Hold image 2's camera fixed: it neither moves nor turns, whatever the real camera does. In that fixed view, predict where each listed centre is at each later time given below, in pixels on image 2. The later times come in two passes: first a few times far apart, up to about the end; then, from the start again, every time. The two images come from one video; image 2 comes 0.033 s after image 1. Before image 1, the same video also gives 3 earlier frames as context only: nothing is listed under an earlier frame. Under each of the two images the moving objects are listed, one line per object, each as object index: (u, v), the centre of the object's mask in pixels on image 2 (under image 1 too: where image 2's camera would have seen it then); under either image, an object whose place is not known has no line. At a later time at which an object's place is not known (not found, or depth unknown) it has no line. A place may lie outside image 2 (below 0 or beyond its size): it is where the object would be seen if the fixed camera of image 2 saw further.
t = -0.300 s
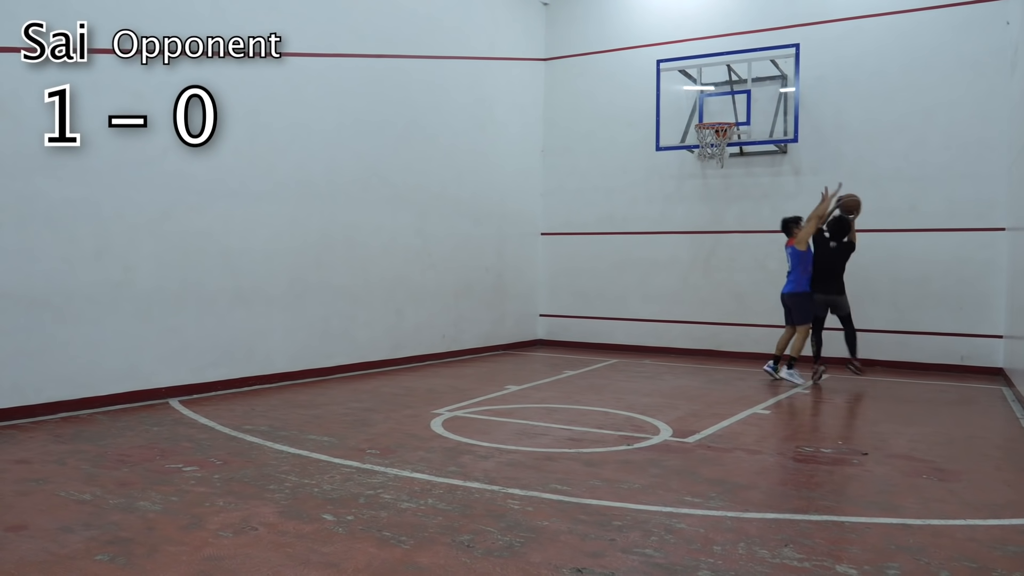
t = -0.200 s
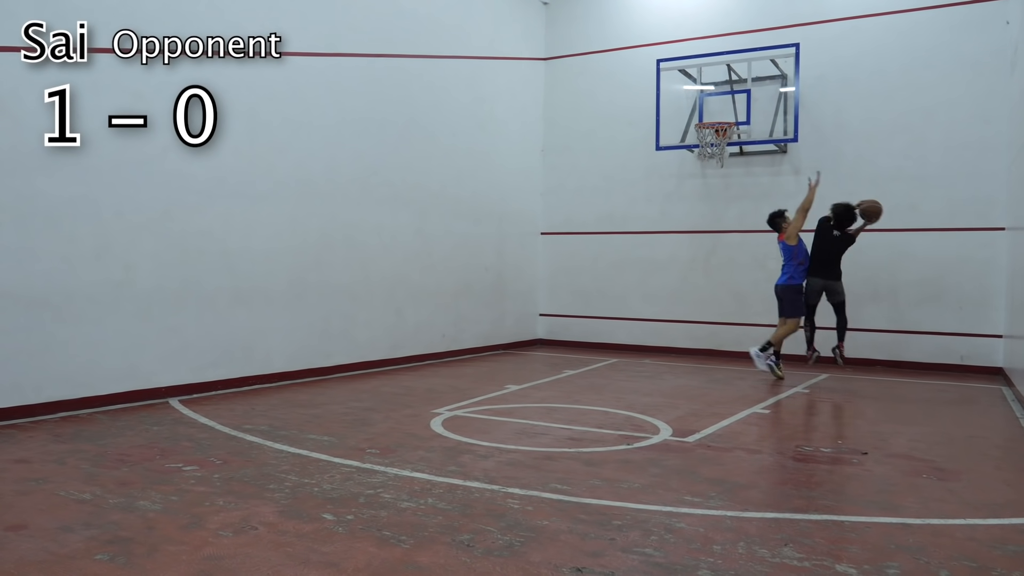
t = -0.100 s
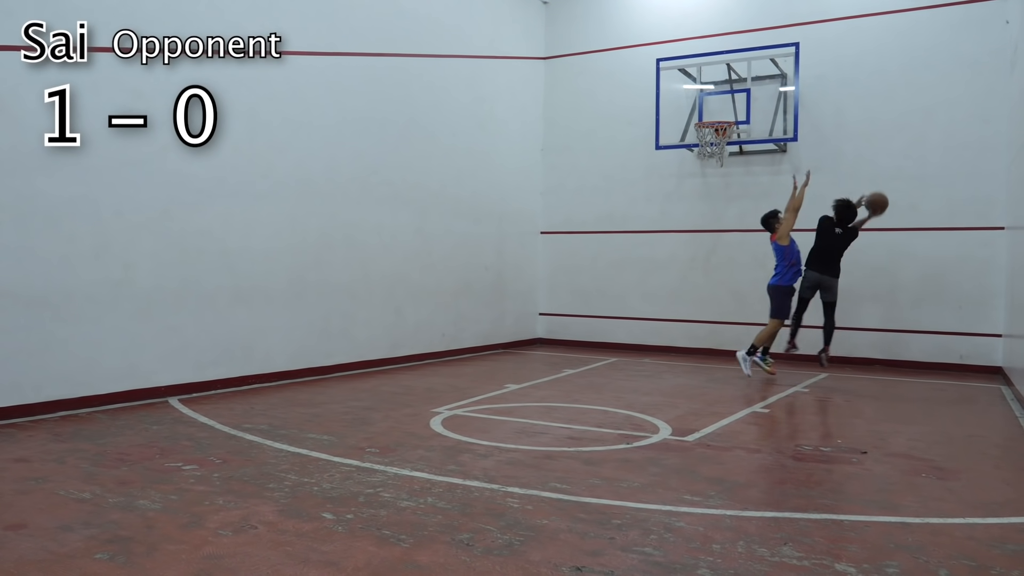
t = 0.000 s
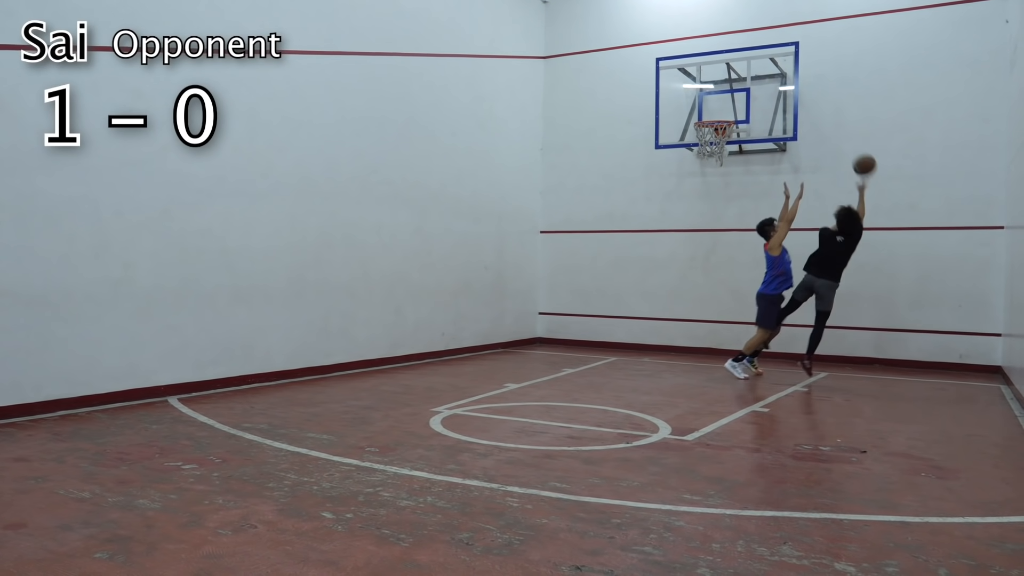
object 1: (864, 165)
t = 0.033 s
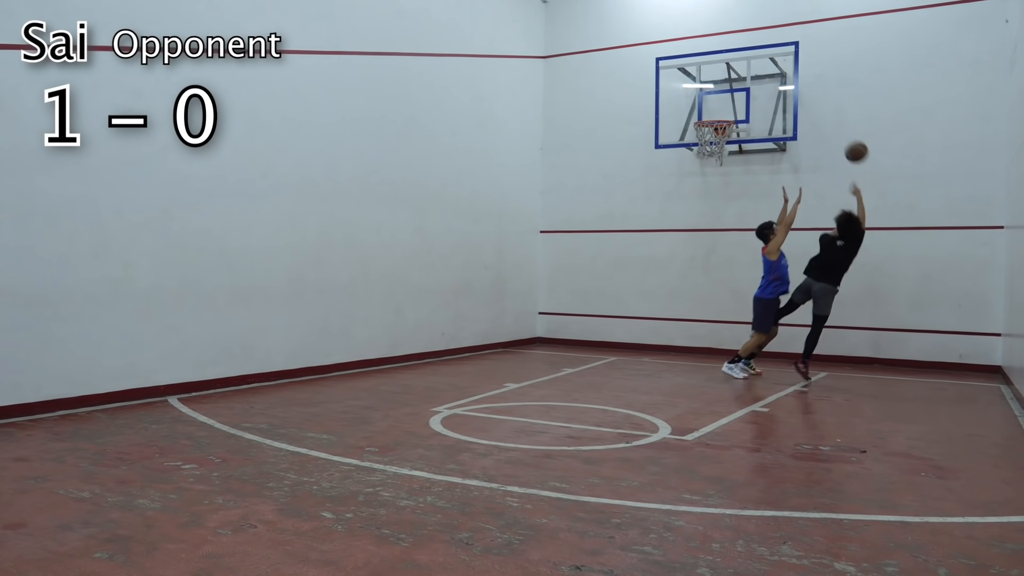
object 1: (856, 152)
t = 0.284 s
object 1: (801, 91)
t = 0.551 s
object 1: (748, 89)
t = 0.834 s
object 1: (708, 115)
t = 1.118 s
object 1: (730, 111)
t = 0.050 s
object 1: (852, 146)
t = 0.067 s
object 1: (848, 140)
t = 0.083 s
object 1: (844, 135)
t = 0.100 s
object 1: (841, 129)
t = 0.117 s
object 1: (837, 125)
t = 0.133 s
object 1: (833, 120)
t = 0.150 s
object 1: (829, 116)
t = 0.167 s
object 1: (826, 112)
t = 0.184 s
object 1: (822, 108)
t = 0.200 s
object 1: (818, 105)
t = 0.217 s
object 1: (815, 101)
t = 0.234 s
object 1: (811, 99)
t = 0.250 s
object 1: (808, 96)
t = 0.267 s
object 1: (804, 93)
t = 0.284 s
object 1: (801, 91)
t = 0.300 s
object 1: (797, 89)
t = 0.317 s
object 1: (794, 88)
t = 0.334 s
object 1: (790, 87)
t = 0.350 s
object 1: (787, 85)
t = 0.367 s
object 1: (783, 84)
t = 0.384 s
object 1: (780, 83)
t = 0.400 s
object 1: (777, 83)
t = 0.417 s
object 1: (774, 83)
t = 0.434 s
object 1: (770, 83)
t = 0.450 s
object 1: (767, 83)
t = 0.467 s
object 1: (763, 83)
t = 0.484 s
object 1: (760, 84)
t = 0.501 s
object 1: (757, 85)
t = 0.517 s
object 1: (754, 86)
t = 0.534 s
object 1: (751, 87)
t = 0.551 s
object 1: (748, 89)
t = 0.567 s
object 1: (745, 90)
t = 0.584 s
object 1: (742, 92)
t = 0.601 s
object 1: (739, 95)
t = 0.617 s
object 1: (735, 96)
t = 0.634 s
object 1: (732, 99)
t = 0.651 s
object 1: (729, 101)
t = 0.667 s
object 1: (727, 102)
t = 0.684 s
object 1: (725, 104)
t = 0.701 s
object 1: (723, 106)
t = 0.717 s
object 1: (720, 109)
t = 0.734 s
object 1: (718, 111)
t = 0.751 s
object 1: (716, 113)
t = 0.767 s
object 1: (714, 114)
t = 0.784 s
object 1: (712, 114)
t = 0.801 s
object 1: (710, 114)
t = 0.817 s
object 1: (709, 114)
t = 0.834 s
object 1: (708, 115)
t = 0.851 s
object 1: (706, 115)
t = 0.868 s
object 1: (704, 116)
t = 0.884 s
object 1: (705, 116)
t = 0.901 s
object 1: (708, 115)
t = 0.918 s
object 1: (710, 115)
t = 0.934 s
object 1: (712, 114)
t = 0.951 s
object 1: (715, 114)
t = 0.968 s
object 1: (717, 113)
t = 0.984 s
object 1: (719, 113)
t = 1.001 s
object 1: (720, 113)
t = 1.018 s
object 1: (722, 112)
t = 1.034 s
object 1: (723, 111)
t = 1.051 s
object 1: (724, 111)
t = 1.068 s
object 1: (726, 111)
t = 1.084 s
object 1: (727, 110)
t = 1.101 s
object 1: (729, 110)
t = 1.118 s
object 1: (730, 111)
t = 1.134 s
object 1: (732, 111)
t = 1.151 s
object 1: (733, 111)
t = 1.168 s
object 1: (734, 111)
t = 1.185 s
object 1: (735, 111)
